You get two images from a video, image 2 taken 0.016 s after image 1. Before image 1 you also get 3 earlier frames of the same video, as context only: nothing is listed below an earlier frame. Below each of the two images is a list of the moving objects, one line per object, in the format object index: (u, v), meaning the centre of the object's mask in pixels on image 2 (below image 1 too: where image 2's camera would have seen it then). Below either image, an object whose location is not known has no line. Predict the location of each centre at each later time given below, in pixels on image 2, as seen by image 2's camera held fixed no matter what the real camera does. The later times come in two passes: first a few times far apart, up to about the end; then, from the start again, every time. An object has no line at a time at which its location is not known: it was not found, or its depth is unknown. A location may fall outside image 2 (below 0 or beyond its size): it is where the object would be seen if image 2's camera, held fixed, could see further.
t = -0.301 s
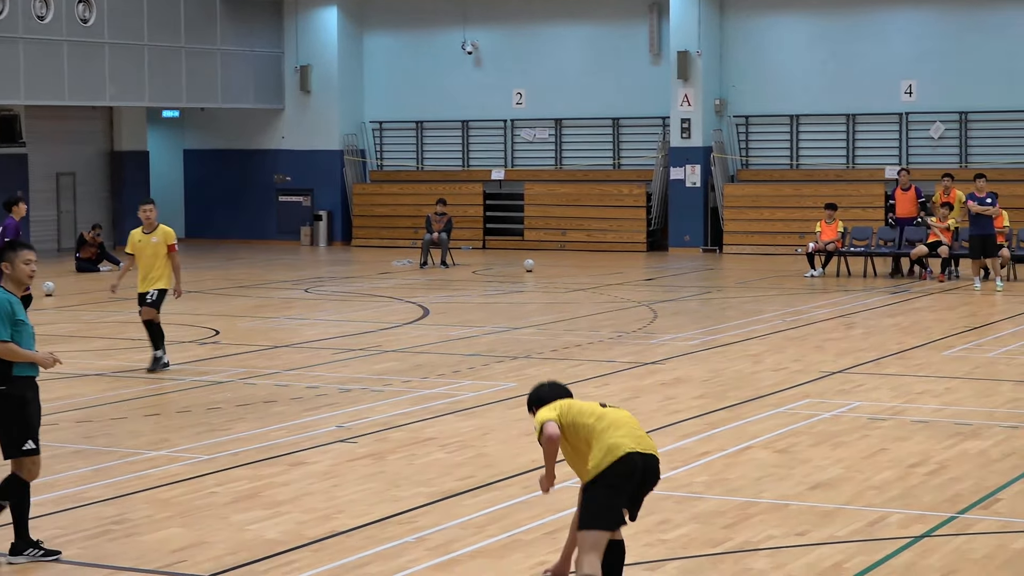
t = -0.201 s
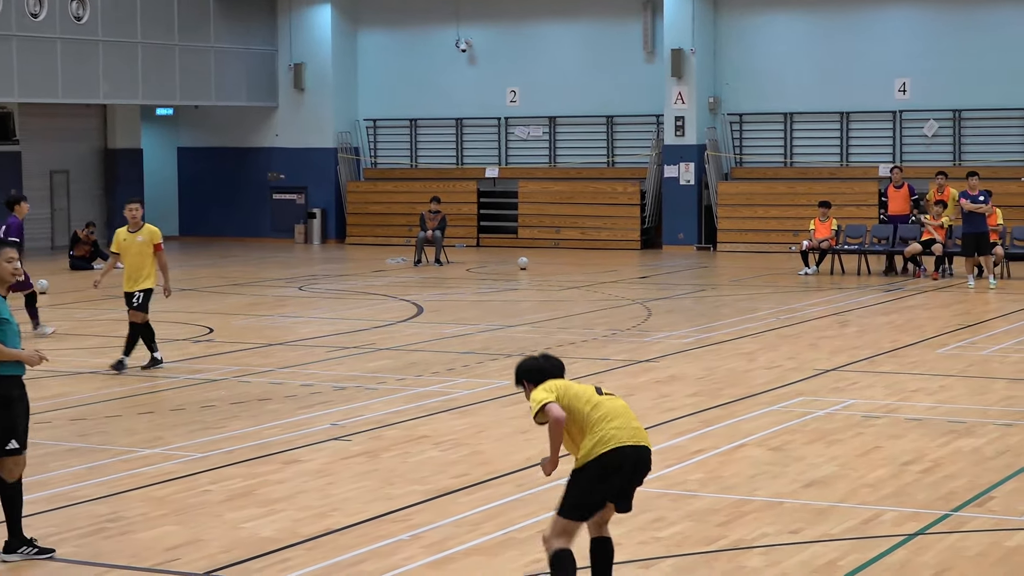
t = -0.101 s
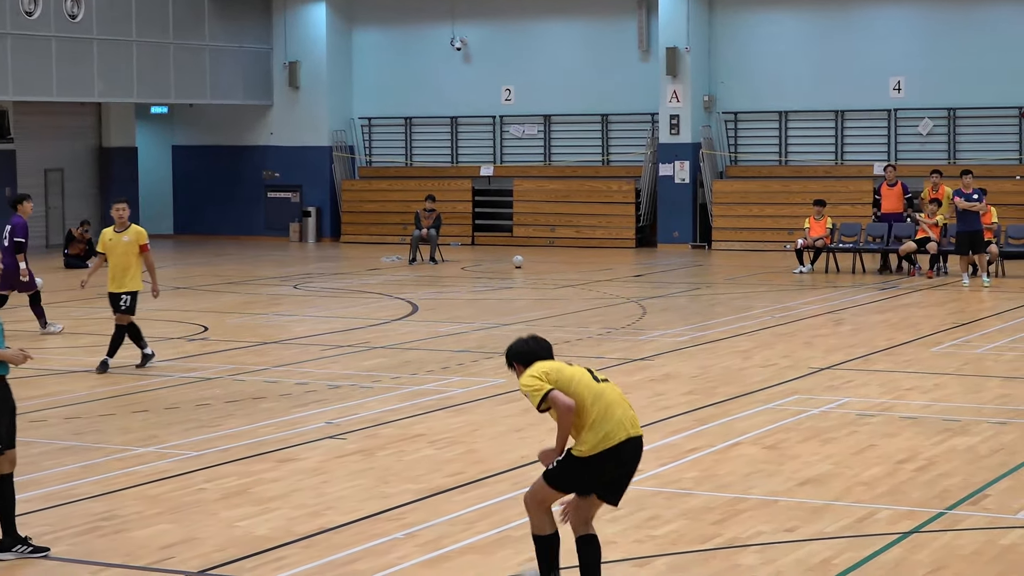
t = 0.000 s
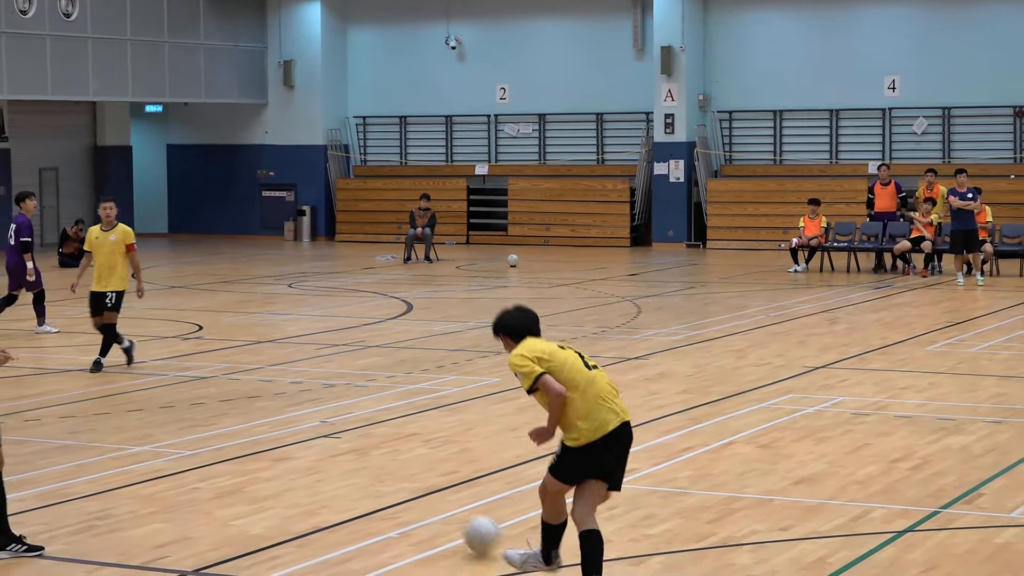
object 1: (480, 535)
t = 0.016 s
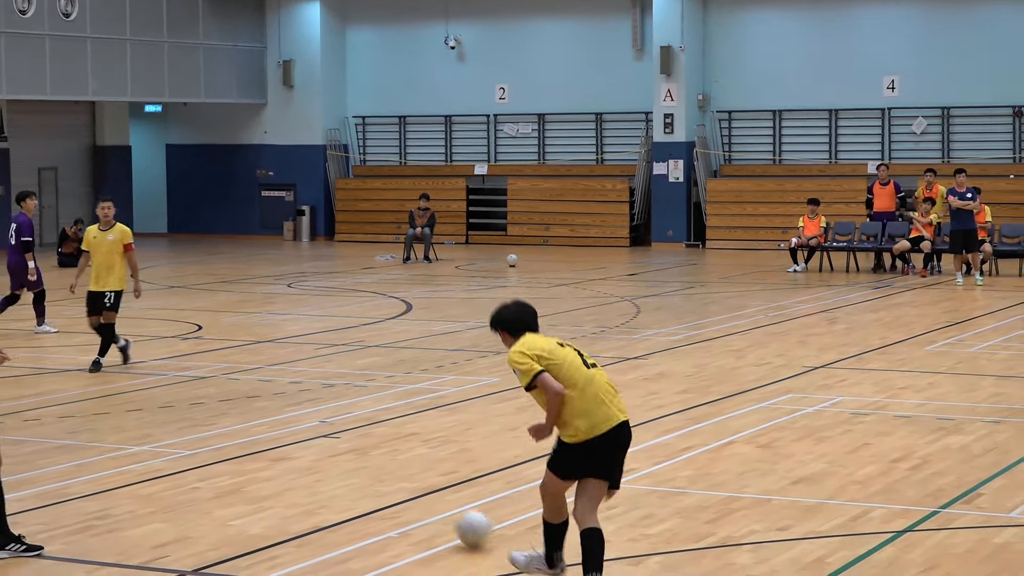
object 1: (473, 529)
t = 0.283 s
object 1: (394, 450)
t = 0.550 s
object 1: (350, 405)
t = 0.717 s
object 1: (332, 386)
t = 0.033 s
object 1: (467, 523)
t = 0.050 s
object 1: (461, 517)
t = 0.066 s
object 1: (454, 511)
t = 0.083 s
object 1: (448, 504)
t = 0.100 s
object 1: (443, 498)
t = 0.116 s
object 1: (438, 494)
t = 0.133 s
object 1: (432, 489)
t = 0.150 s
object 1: (426, 483)
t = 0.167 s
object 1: (422, 479)
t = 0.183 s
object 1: (418, 475)
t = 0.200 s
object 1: (413, 469)
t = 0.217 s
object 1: (409, 465)
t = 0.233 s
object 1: (405, 461)
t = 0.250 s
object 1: (401, 457)
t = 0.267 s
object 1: (398, 453)
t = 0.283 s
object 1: (394, 450)
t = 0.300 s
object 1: (390, 446)
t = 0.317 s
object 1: (387, 442)
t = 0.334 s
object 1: (384, 440)
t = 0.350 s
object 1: (381, 436)
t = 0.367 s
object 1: (377, 433)
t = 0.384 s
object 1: (374, 430)
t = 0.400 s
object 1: (372, 426)
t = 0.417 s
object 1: (369, 424)
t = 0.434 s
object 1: (366, 421)
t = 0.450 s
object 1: (364, 419)
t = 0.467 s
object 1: (361, 417)
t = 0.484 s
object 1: (358, 414)
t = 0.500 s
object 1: (356, 413)
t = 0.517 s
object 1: (354, 410)
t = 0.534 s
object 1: (352, 407)
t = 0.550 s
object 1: (350, 405)
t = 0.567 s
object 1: (348, 403)
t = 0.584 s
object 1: (346, 401)
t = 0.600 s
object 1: (344, 399)
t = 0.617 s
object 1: (342, 397)
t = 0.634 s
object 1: (341, 394)
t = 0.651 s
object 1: (339, 392)
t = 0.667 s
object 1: (337, 390)
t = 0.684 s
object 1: (335, 388)
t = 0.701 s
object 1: (333, 387)
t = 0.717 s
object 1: (332, 386)
